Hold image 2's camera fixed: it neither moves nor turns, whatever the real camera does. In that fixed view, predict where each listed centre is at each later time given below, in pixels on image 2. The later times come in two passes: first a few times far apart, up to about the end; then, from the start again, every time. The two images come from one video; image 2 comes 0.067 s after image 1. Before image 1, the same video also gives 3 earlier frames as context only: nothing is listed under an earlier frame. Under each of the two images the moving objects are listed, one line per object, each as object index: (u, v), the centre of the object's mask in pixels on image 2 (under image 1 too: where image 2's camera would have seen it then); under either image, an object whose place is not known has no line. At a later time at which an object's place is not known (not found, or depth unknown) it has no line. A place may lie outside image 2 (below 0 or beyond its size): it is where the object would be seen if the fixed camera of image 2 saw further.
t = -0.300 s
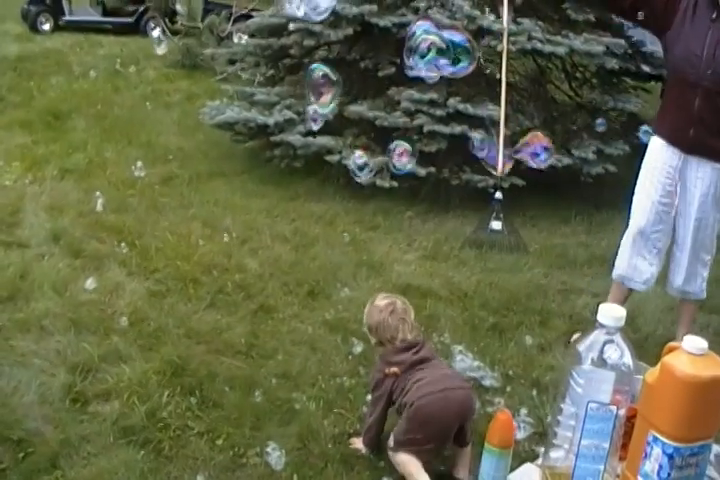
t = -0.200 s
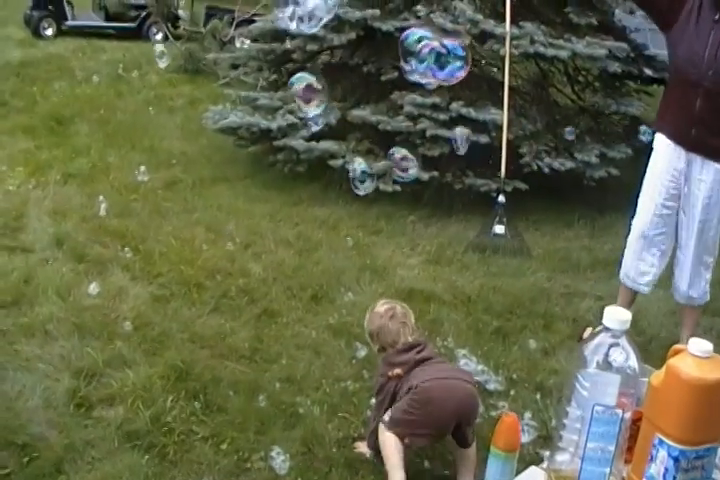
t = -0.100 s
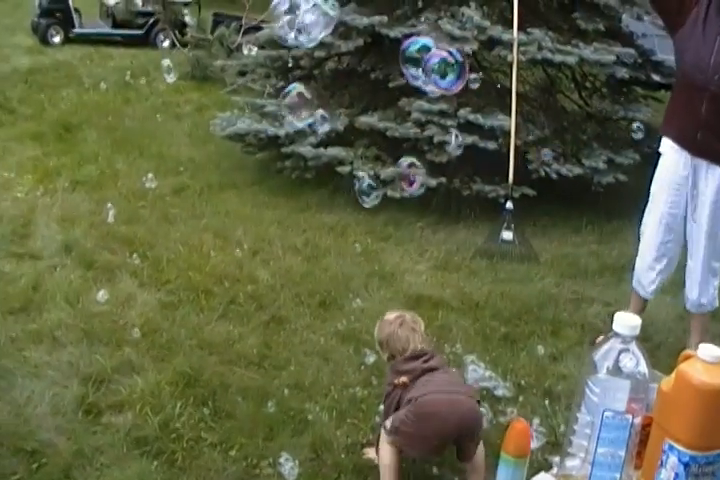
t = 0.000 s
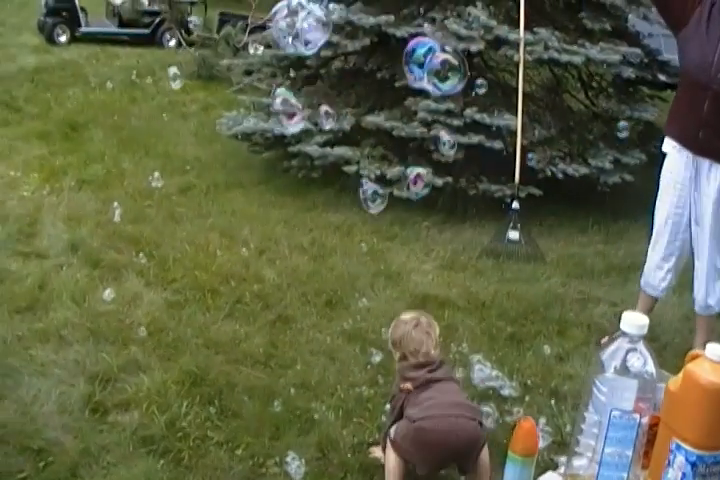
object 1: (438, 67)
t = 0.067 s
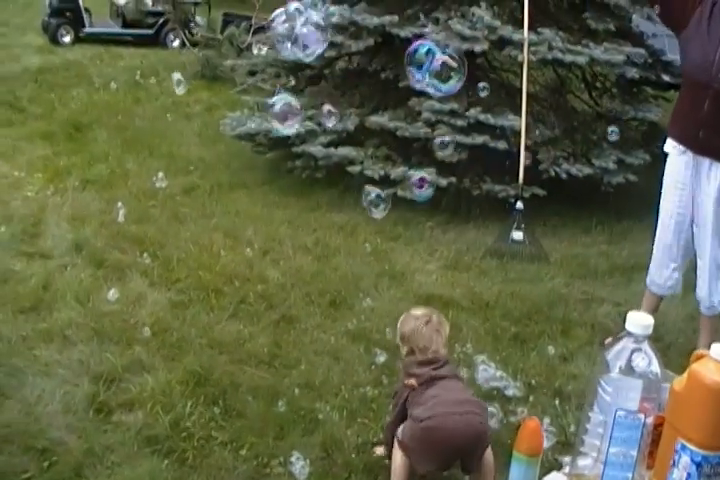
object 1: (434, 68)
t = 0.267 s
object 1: (423, 69)
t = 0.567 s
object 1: (408, 74)
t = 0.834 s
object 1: (396, 78)
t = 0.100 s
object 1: (433, 68)
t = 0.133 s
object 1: (431, 68)
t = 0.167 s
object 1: (429, 68)
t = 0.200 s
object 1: (427, 68)
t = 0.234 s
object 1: (425, 69)
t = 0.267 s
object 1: (423, 69)
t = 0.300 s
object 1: (420, 70)
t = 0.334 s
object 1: (419, 70)
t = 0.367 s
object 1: (416, 70)
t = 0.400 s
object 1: (414, 71)
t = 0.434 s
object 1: (414, 72)
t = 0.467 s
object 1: (412, 72)
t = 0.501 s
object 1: (410, 73)
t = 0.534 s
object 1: (409, 74)
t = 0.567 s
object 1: (408, 74)
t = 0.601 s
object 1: (406, 75)
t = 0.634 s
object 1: (404, 76)
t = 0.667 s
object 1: (402, 76)
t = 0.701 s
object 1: (400, 76)
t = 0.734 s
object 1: (399, 76)
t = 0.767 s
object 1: (398, 77)
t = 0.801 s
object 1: (397, 78)
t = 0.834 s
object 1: (396, 78)
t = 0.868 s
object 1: (395, 78)
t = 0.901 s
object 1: (392, 78)
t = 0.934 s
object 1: (391, 79)
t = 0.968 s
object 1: (389, 79)
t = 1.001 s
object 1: (387, 80)
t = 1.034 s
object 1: (386, 80)
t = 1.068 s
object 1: (384, 81)
